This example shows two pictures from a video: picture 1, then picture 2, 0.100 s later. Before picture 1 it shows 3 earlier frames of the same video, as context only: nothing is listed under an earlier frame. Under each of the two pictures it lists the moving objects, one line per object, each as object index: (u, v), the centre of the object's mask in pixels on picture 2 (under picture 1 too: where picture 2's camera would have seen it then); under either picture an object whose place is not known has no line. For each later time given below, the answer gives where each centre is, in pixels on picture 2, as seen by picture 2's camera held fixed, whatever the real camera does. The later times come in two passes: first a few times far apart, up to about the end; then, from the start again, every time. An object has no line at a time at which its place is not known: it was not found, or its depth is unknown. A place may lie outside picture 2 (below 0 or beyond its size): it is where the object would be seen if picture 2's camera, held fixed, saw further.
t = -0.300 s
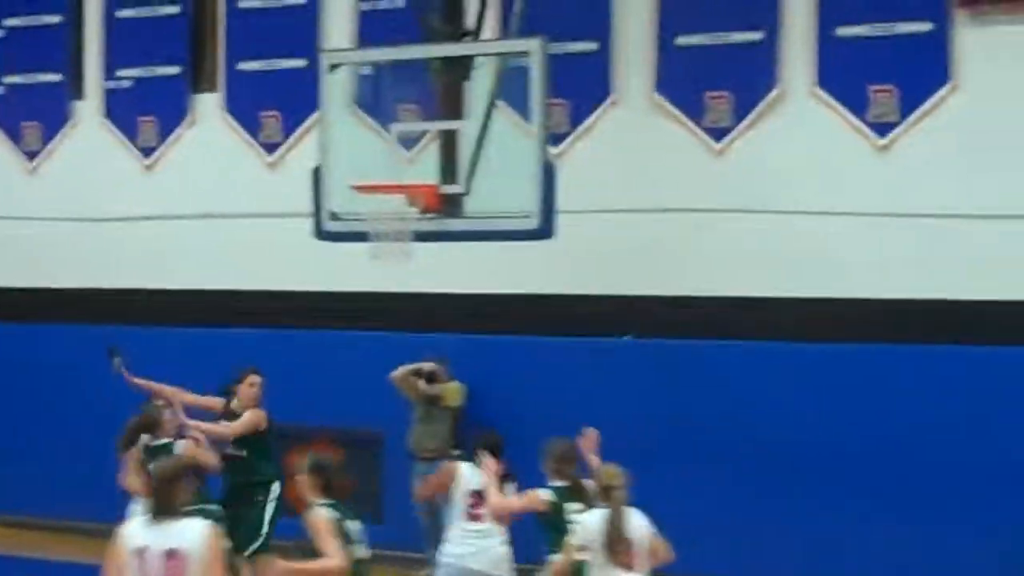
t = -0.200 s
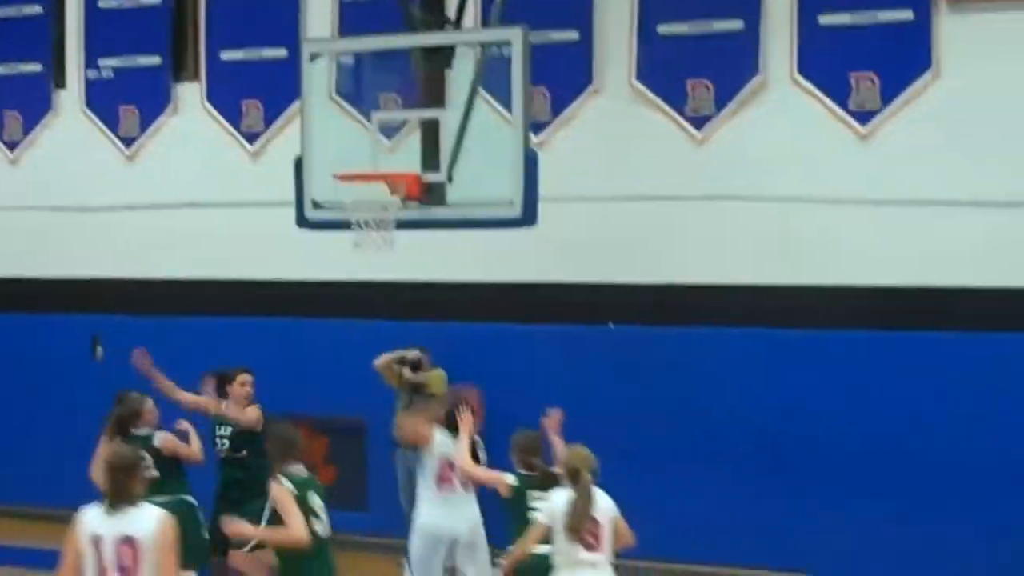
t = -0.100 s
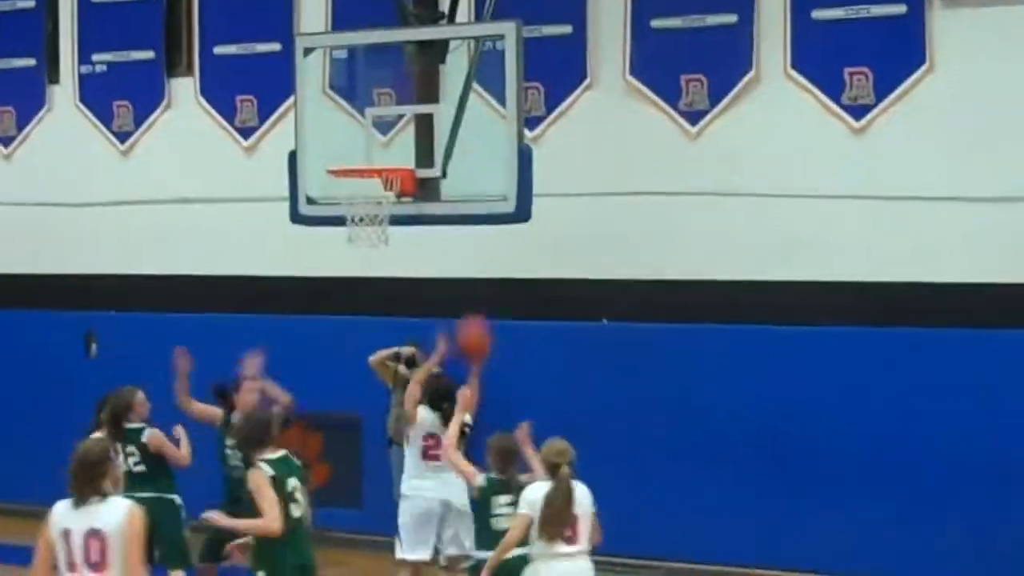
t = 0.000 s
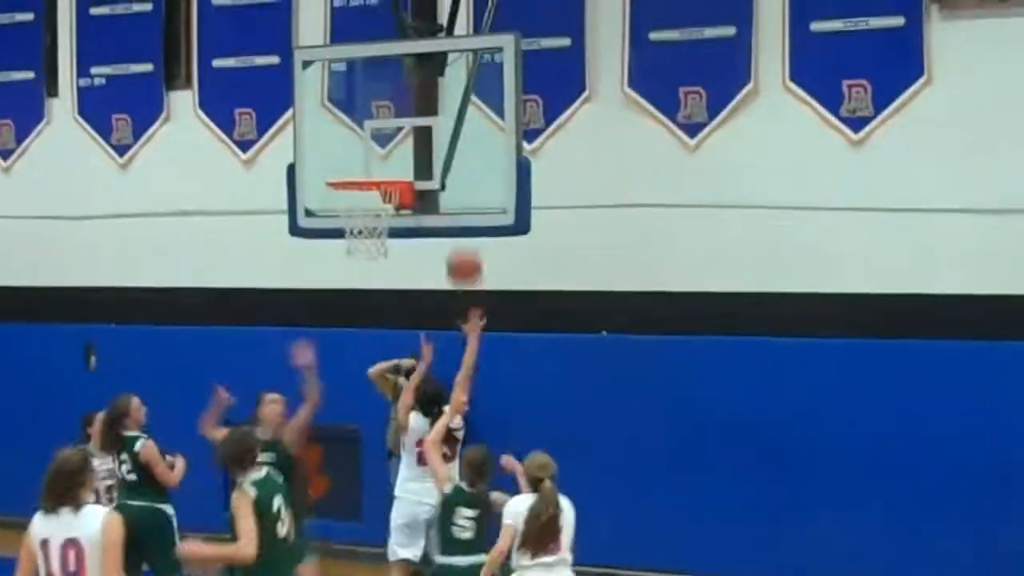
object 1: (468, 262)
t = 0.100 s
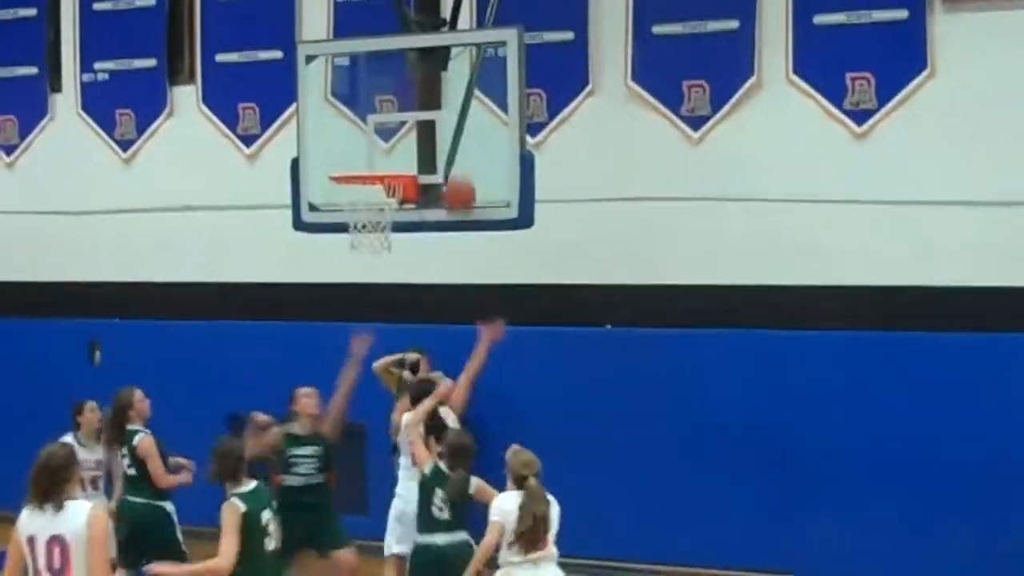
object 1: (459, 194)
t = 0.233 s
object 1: (444, 130)
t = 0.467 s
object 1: (398, 124)
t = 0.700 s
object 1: (352, 203)
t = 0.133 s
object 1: (456, 175)
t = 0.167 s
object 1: (452, 159)
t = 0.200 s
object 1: (448, 143)
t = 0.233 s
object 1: (444, 130)
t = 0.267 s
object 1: (439, 125)
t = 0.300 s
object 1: (432, 120)
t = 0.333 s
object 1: (425, 117)
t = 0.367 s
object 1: (418, 117)
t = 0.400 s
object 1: (411, 117)
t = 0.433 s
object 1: (405, 120)
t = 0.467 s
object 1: (398, 124)
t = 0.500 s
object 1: (391, 130)
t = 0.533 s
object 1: (385, 139)
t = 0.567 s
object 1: (378, 147)
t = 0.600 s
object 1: (372, 156)
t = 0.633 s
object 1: (365, 168)
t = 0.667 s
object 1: (359, 191)
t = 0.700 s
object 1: (352, 203)
